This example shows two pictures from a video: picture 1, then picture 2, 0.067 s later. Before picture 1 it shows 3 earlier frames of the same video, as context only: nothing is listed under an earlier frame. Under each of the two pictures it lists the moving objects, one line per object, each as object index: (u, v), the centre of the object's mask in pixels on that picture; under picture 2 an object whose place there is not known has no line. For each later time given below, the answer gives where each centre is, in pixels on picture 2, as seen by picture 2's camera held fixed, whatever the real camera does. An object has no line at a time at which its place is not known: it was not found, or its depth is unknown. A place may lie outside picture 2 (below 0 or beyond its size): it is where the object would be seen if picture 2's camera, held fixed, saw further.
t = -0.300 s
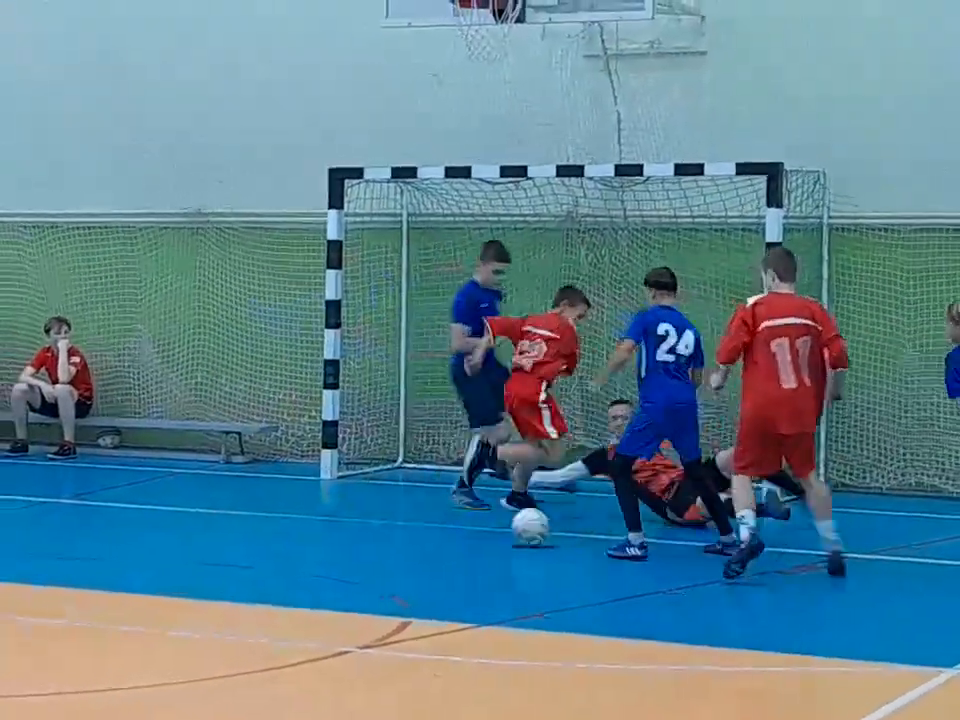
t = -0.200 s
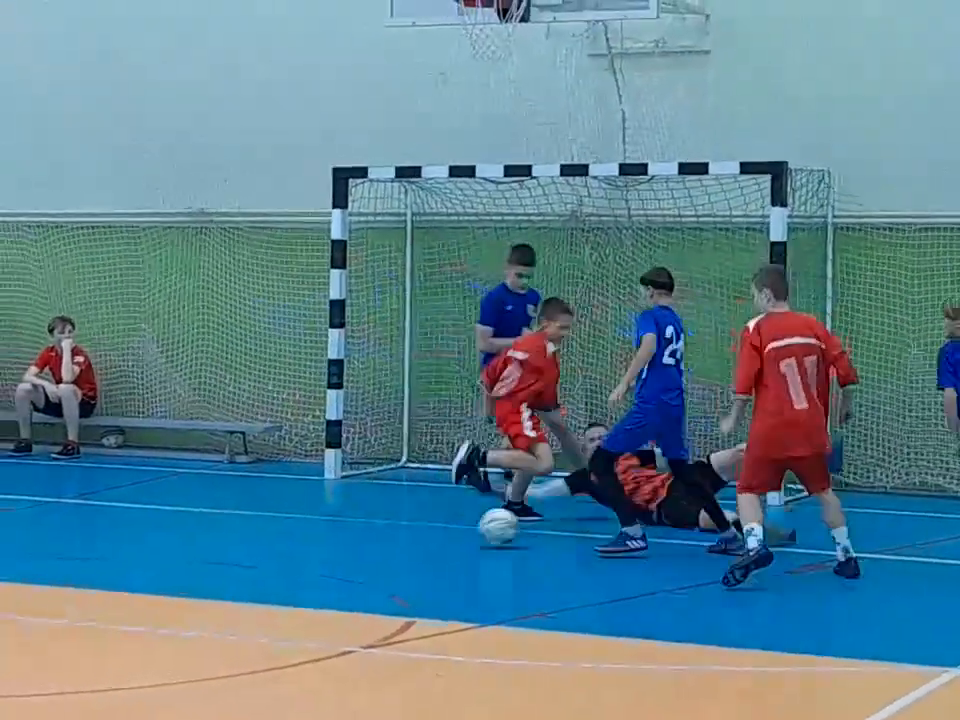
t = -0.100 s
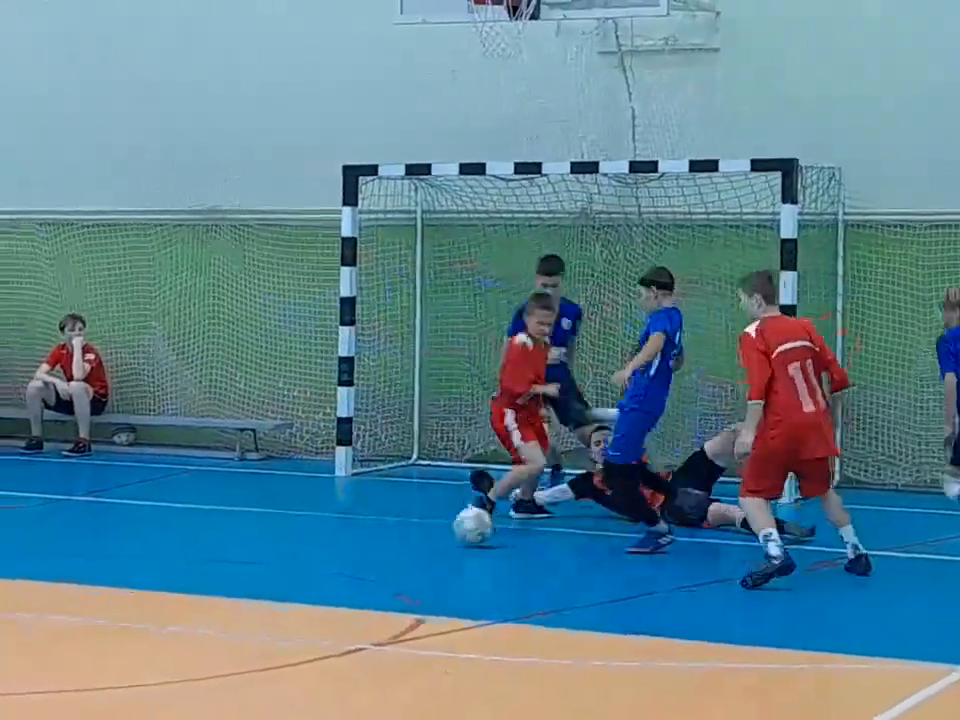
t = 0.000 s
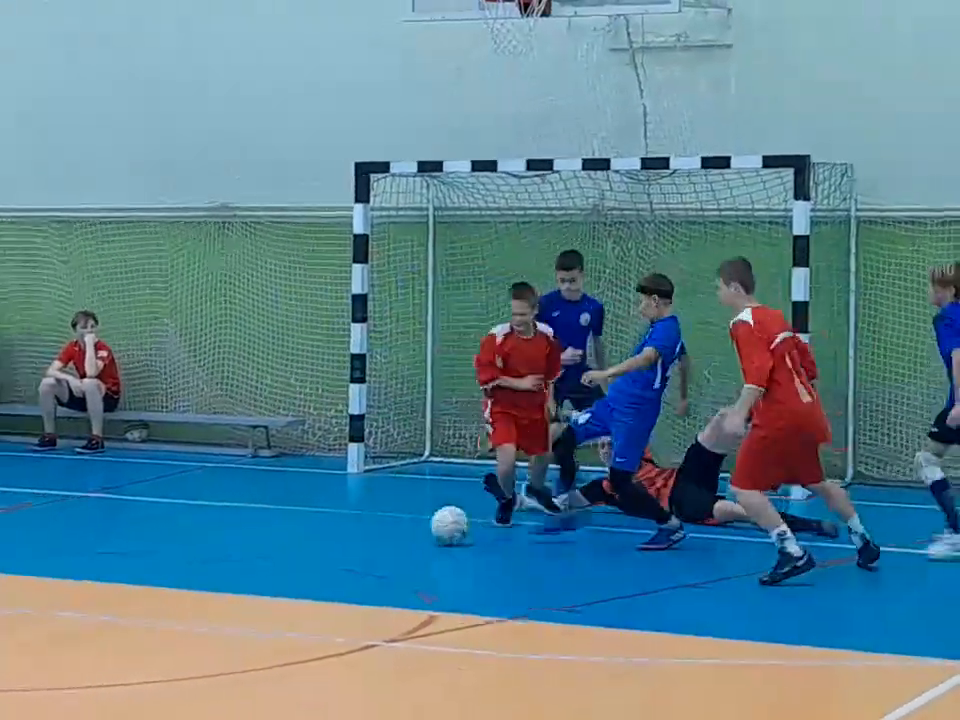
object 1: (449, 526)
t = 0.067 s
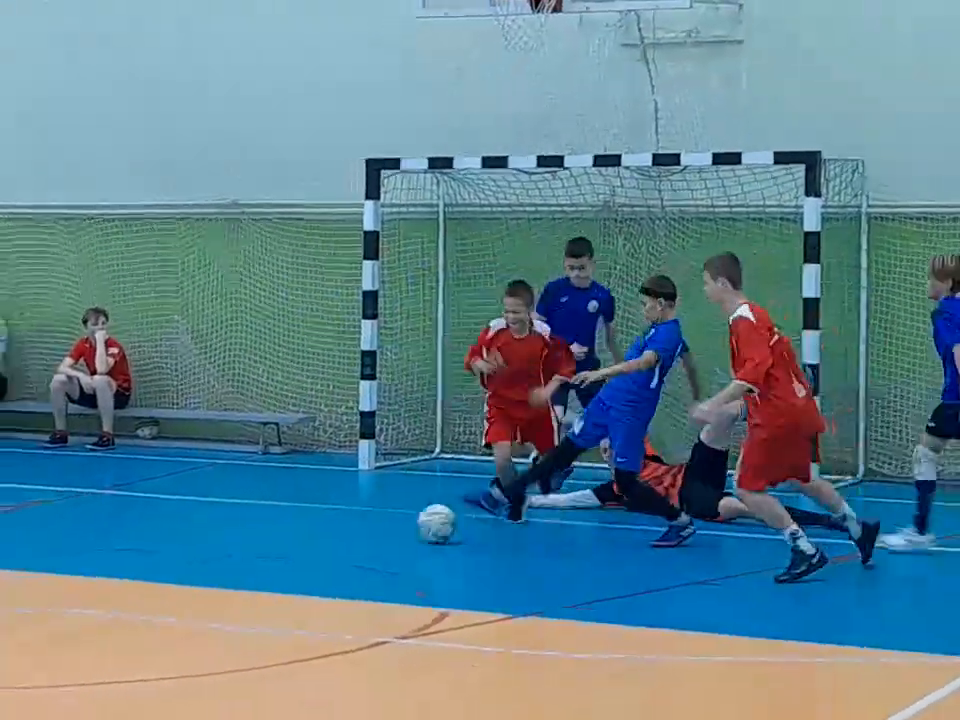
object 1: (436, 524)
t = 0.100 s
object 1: (424, 525)
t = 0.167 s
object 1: (400, 526)
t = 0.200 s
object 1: (388, 525)
